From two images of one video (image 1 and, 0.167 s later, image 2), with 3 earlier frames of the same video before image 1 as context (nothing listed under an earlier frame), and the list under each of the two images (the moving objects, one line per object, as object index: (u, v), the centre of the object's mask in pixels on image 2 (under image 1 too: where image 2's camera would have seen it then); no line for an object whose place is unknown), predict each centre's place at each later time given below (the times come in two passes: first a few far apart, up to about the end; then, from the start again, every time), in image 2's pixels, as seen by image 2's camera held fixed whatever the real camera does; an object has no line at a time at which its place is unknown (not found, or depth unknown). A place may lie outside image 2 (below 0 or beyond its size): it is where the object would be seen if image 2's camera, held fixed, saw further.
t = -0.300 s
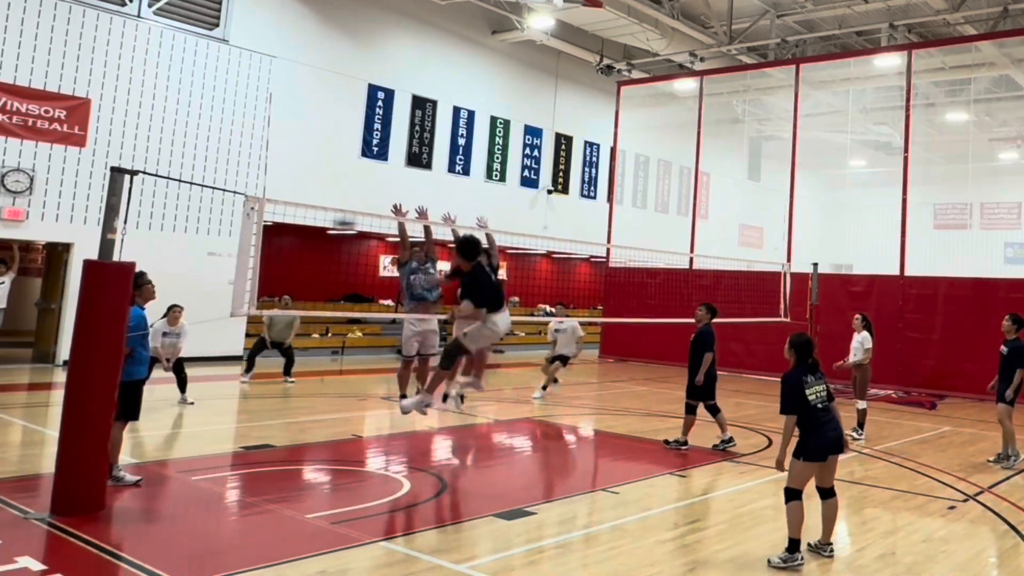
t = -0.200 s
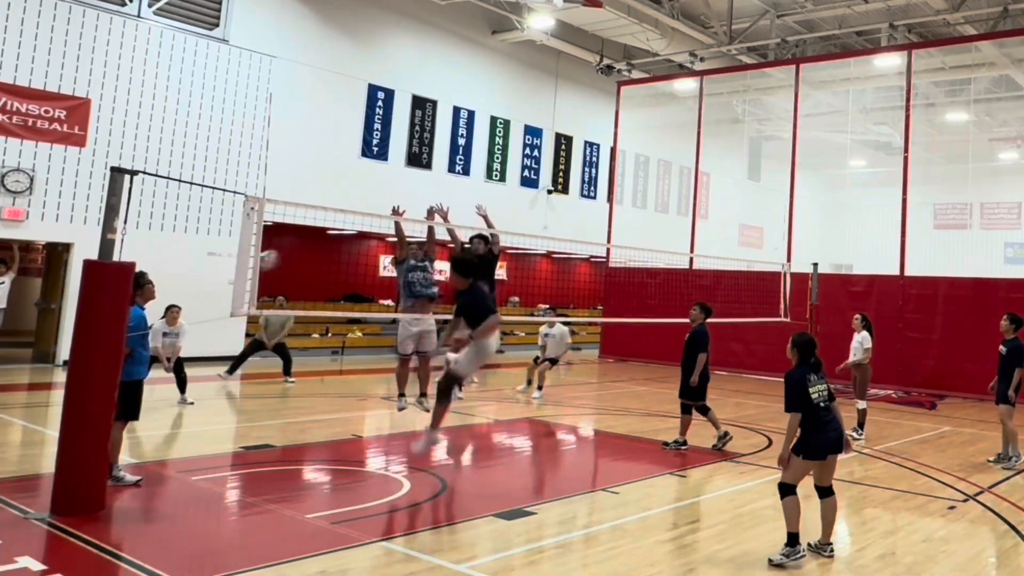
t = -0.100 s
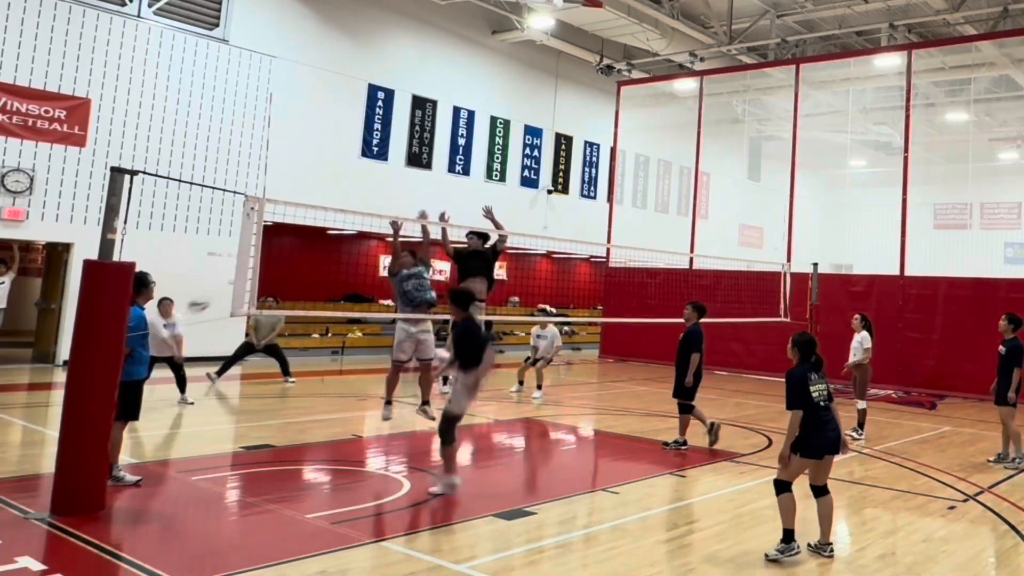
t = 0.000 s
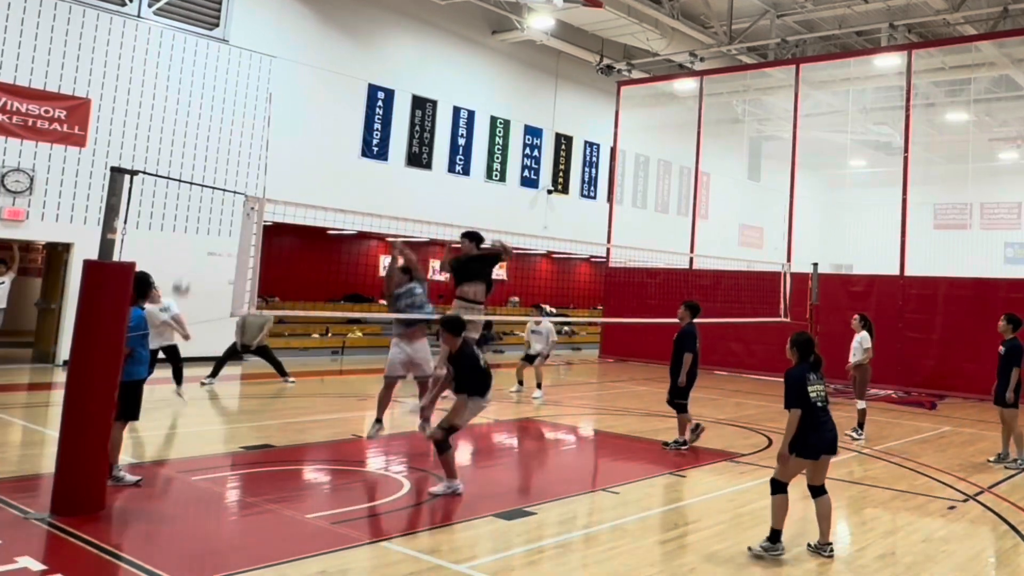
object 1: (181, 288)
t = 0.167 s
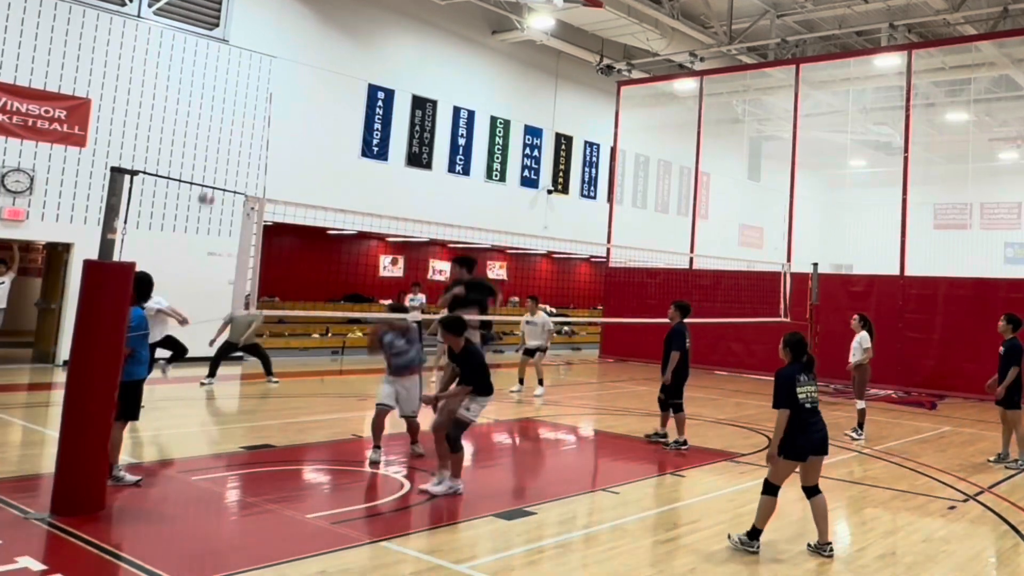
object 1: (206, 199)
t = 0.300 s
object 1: (224, 144)
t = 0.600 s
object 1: (256, 70)
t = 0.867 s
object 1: (278, 61)
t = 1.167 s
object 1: (294, 109)
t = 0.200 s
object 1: (211, 182)
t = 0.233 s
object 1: (215, 170)
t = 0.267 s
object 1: (220, 156)
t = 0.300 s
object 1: (224, 144)
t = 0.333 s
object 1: (228, 132)
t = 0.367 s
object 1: (231, 122)
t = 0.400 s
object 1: (236, 111)
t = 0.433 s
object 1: (240, 103)
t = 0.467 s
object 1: (243, 94)
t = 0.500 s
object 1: (247, 88)
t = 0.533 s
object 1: (249, 81)
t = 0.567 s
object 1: (253, 75)
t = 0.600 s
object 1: (256, 70)
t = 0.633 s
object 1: (259, 67)
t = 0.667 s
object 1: (262, 63)
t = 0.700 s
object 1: (265, 61)
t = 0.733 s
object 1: (268, 59)
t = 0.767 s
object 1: (270, 59)
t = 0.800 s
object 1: (273, 59)
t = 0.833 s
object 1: (275, 59)
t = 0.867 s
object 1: (278, 61)
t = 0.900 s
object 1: (279, 63)
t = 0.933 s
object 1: (282, 66)
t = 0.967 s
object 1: (284, 70)
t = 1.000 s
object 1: (286, 74)
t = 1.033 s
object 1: (288, 80)
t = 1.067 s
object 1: (290, 86)
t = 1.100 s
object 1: (291, 93)
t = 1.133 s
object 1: (293, 100)
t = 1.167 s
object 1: (294, 109)
